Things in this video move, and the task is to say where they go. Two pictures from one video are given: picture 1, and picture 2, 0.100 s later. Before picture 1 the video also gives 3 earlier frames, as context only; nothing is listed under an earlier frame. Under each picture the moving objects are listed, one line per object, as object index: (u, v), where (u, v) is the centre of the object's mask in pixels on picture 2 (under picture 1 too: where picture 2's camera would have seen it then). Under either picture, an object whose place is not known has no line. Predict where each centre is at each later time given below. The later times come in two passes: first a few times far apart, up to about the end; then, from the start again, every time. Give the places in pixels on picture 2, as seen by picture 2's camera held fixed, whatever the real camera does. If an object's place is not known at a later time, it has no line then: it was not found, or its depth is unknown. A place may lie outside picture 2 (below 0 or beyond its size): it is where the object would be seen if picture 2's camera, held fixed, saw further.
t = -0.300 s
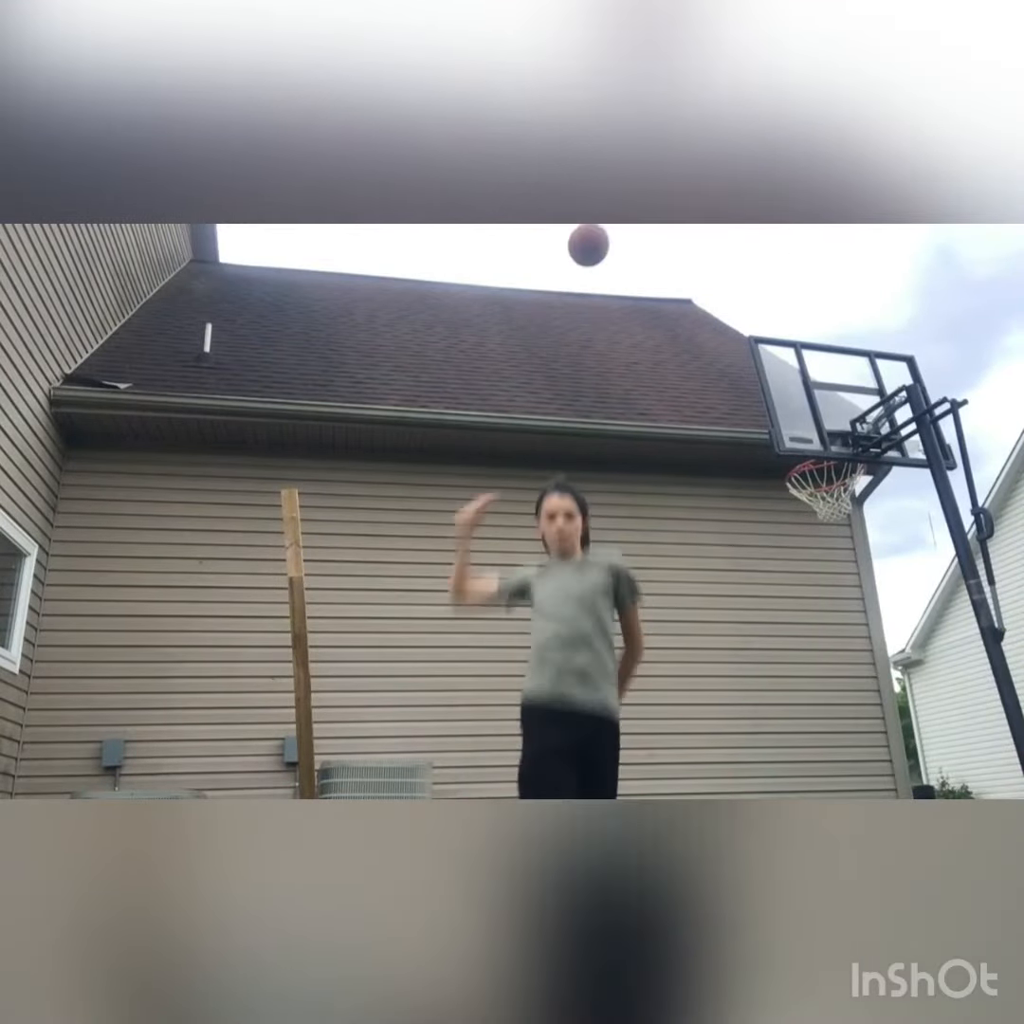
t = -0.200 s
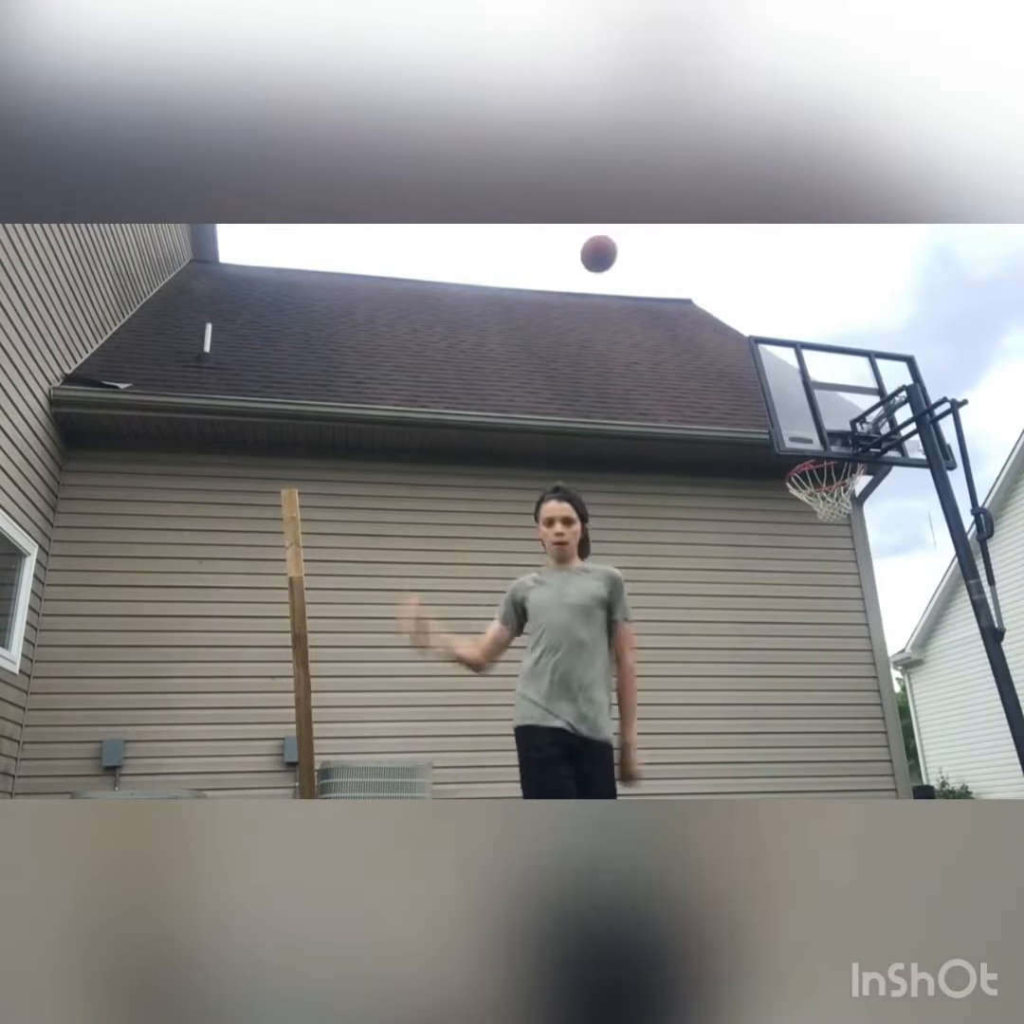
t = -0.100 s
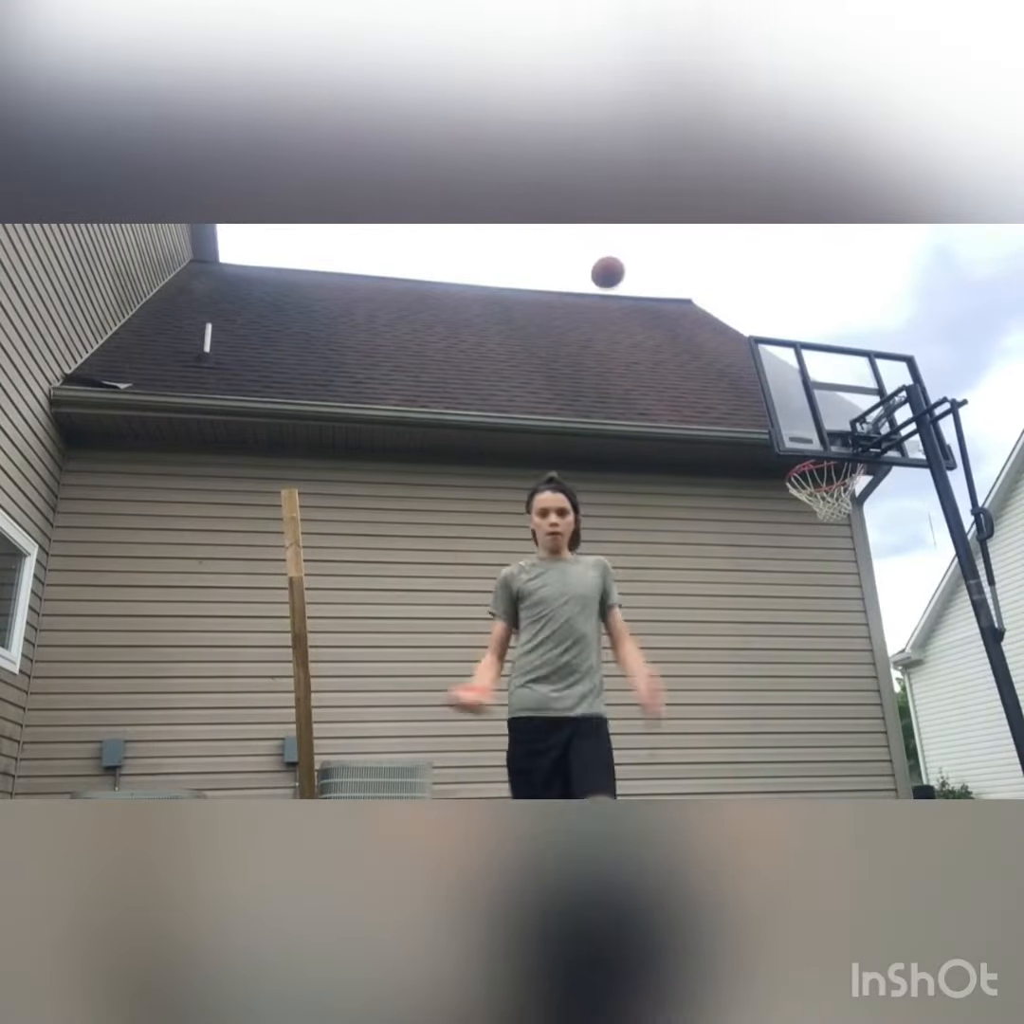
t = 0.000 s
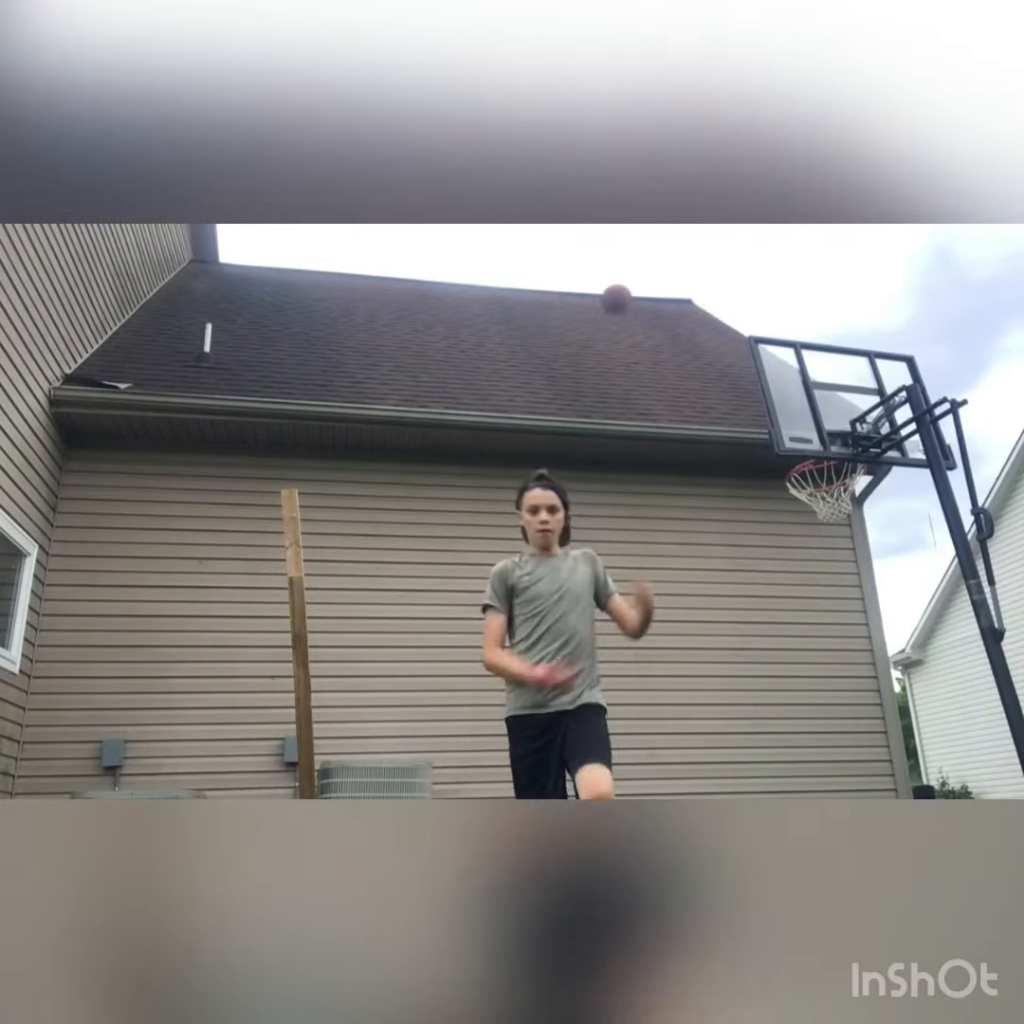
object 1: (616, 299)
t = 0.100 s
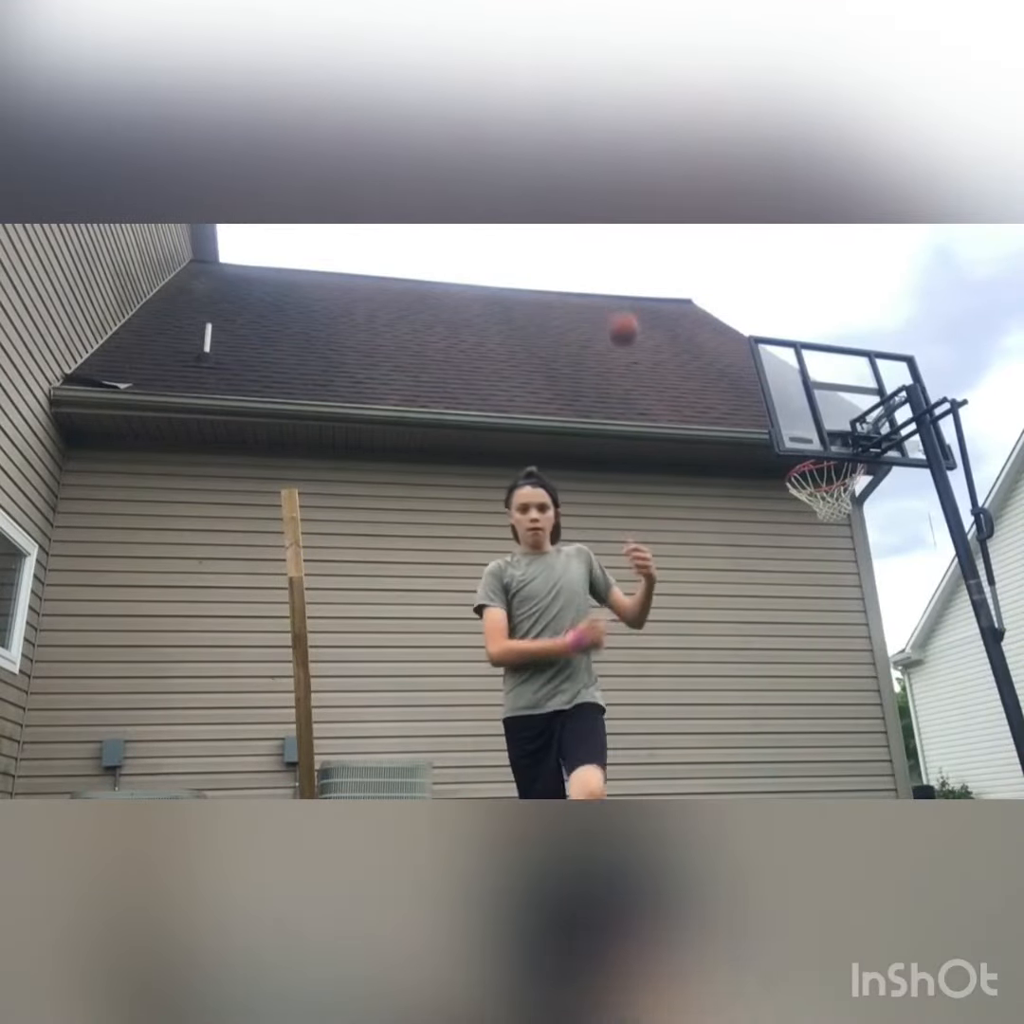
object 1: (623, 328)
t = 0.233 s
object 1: (635, 379)
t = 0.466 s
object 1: (661, 359)
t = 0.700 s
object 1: (699, 352)
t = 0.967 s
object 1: (756, 422)
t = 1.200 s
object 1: (804, 464)
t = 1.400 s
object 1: (824, 474)
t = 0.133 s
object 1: (625, 340)
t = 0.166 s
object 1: (629, 354)
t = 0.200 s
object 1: (632, 367)
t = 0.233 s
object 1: (635, 379)
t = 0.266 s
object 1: (636, 395)
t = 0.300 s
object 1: (639, 397)
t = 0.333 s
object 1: (643, 387)
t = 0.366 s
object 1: (648, 379)
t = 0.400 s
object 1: (652, 371)
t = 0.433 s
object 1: (657, 365)
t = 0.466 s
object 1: (661, 359)
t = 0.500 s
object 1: (666, 355)
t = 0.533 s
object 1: (671, 352)
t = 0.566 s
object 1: (676, 350)
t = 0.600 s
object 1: (681, 349)
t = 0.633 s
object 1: (687, 349)
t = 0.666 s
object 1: (693, 349)
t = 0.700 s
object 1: (699, 352)
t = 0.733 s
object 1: (706, 355)
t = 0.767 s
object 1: (713, 360)
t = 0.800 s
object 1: (718, 366)
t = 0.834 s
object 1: (726, 374)
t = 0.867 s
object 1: (736, 383)
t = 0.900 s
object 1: (744, 394)
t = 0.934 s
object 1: (750, 410)
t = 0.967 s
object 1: (756, 422)
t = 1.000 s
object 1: (762, 441)
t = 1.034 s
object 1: (775, 461)
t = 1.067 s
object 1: (783, 467)
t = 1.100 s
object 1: (786, 468)
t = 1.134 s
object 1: (800, 465)
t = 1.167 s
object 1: (801, 464)
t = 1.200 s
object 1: (804, 464)
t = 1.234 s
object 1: (809, 465)
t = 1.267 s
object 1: (814, 467)
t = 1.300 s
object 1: (815, 468)
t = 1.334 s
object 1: (821, 470)
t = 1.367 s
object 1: (832, 474)
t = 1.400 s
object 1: (824, 474)
